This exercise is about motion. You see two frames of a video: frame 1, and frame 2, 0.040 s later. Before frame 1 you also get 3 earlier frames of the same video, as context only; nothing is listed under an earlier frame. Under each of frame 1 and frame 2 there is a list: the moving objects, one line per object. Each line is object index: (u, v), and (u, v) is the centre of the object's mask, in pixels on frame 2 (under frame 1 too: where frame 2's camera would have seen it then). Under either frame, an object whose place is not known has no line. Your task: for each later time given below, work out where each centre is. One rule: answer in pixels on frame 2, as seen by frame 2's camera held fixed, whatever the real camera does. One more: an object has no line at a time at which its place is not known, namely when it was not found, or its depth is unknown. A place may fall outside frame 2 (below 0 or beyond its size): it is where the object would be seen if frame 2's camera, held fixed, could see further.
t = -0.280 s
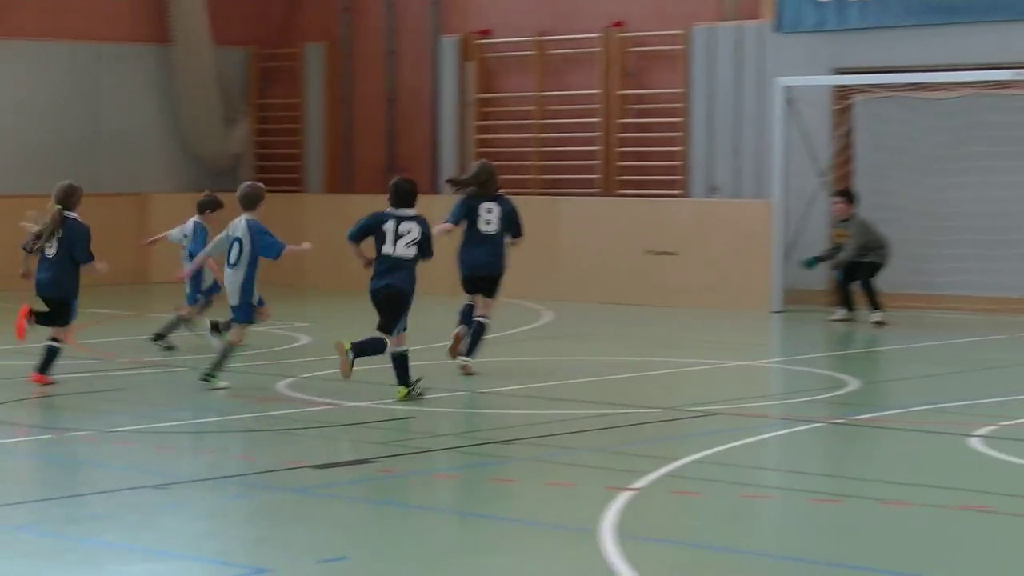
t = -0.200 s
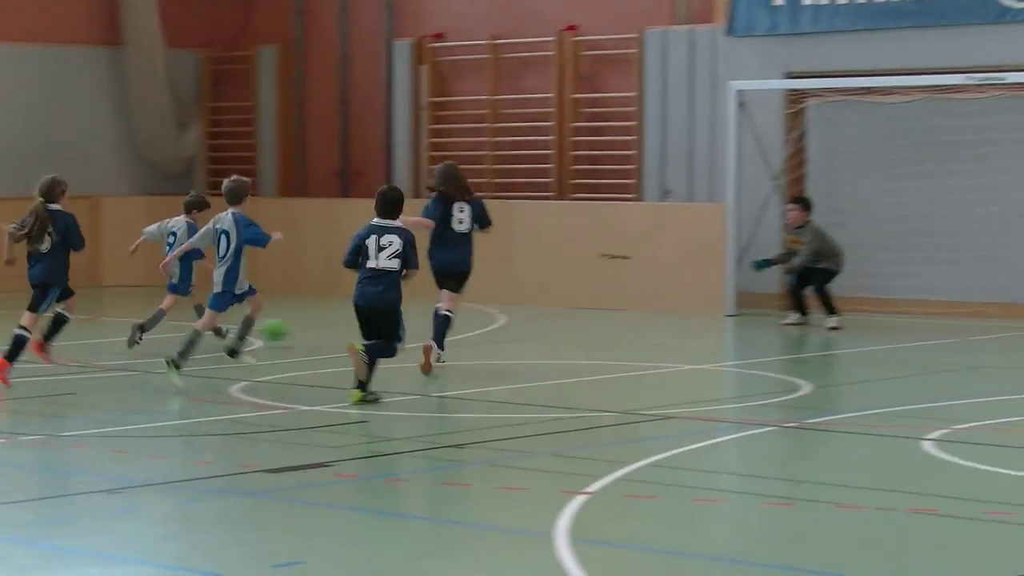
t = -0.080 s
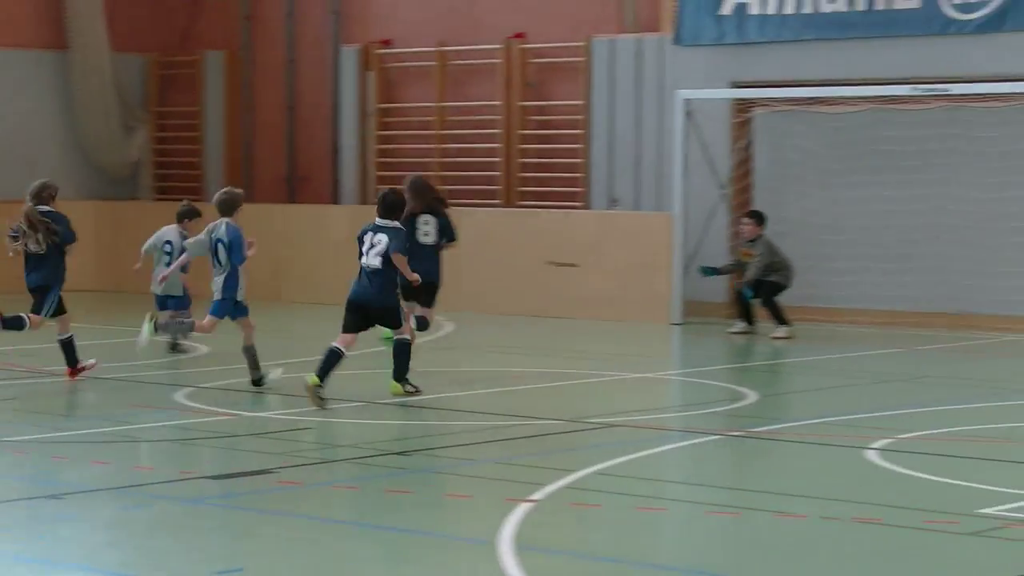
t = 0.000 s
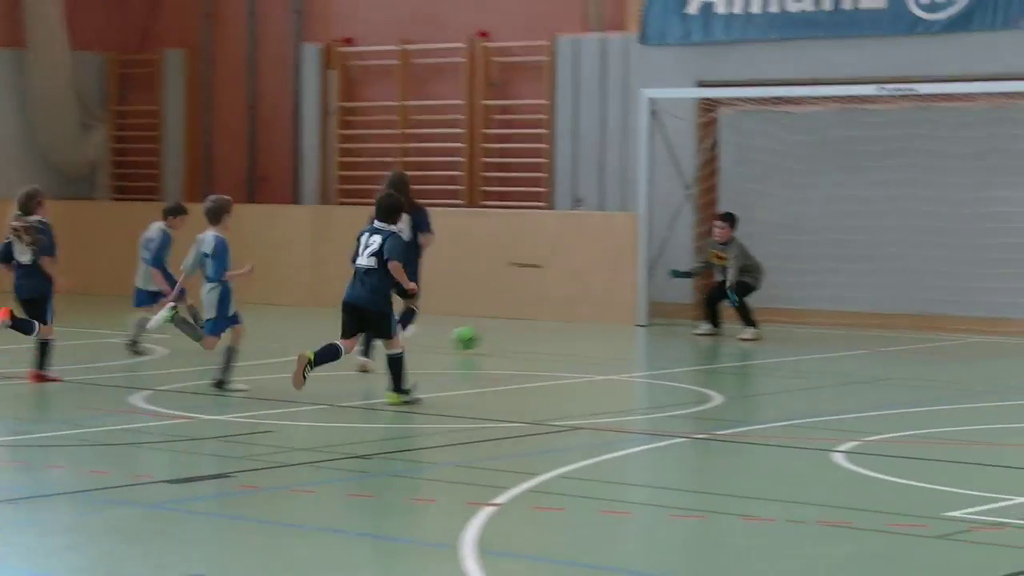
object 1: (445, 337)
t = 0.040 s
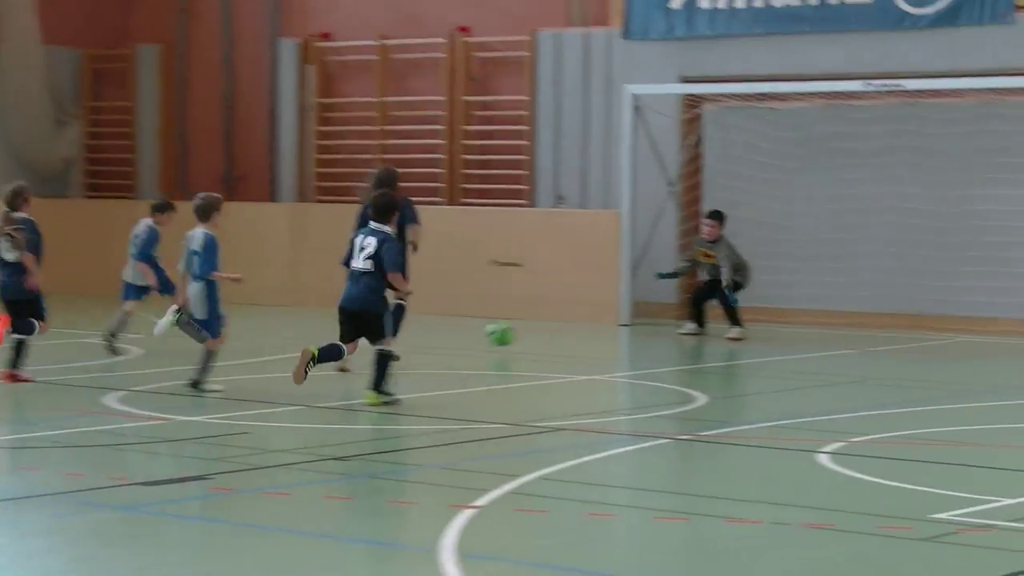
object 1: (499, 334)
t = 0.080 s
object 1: (553, 333)
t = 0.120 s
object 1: (605, 334)
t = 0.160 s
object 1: (660, 337)
